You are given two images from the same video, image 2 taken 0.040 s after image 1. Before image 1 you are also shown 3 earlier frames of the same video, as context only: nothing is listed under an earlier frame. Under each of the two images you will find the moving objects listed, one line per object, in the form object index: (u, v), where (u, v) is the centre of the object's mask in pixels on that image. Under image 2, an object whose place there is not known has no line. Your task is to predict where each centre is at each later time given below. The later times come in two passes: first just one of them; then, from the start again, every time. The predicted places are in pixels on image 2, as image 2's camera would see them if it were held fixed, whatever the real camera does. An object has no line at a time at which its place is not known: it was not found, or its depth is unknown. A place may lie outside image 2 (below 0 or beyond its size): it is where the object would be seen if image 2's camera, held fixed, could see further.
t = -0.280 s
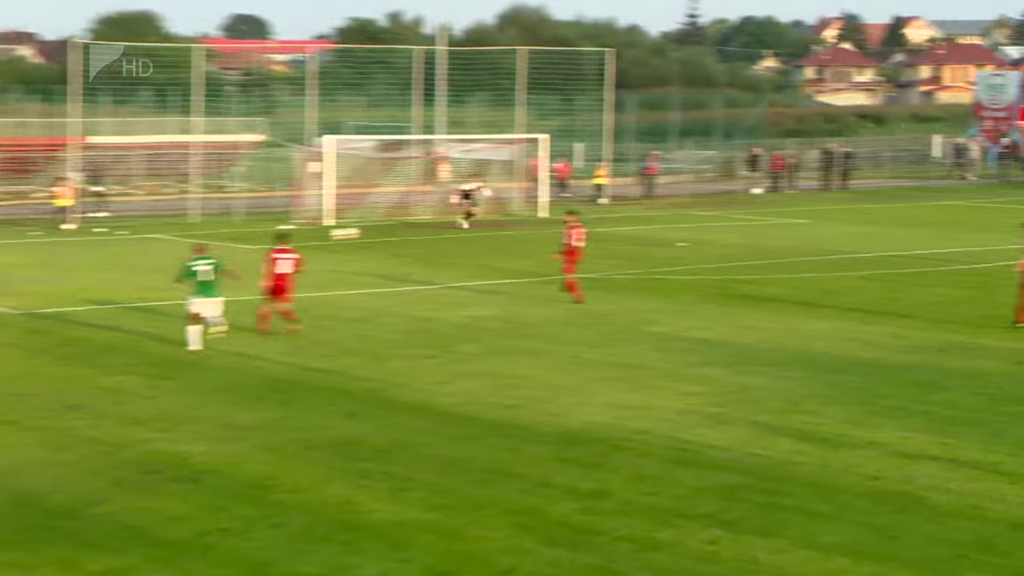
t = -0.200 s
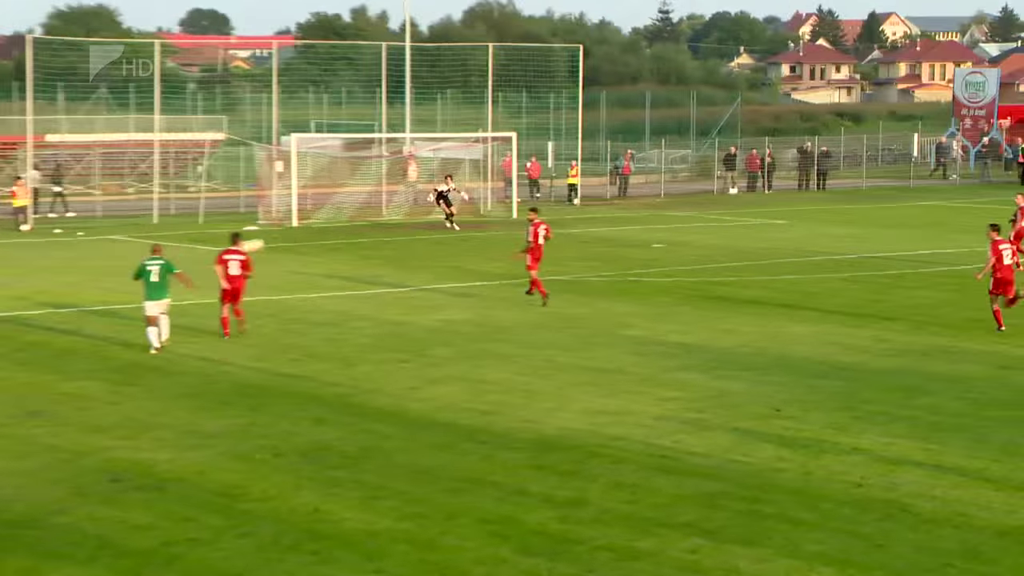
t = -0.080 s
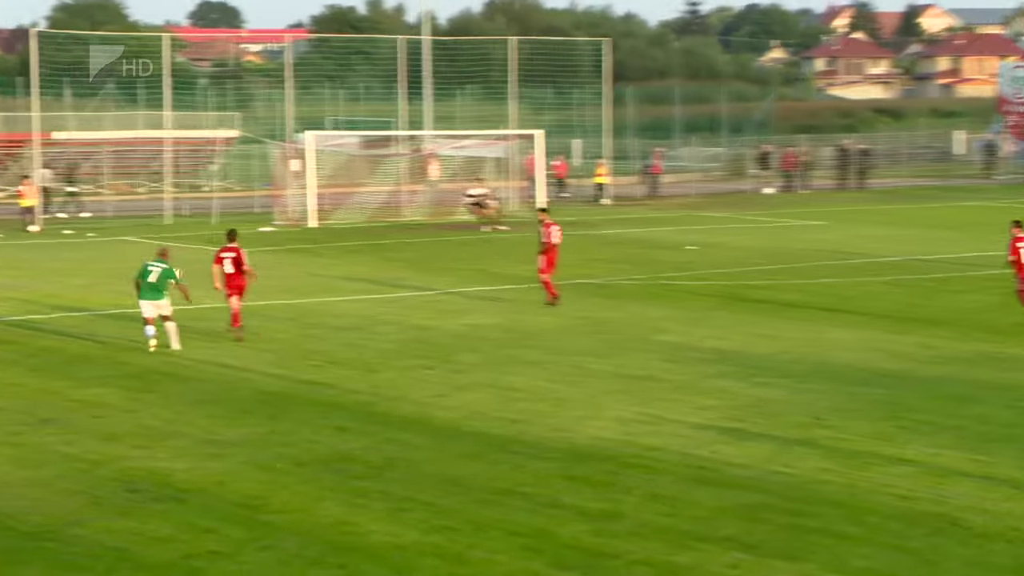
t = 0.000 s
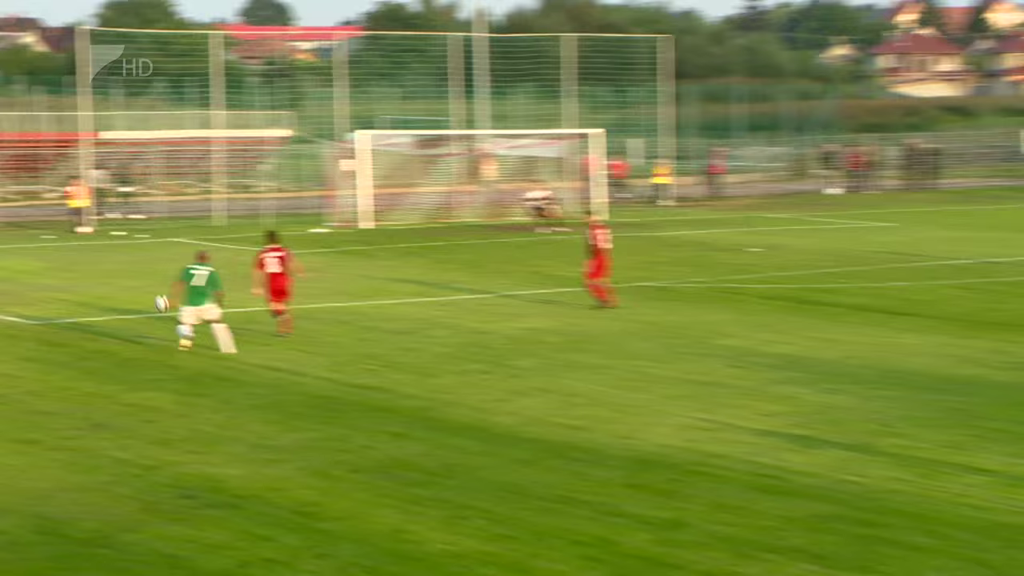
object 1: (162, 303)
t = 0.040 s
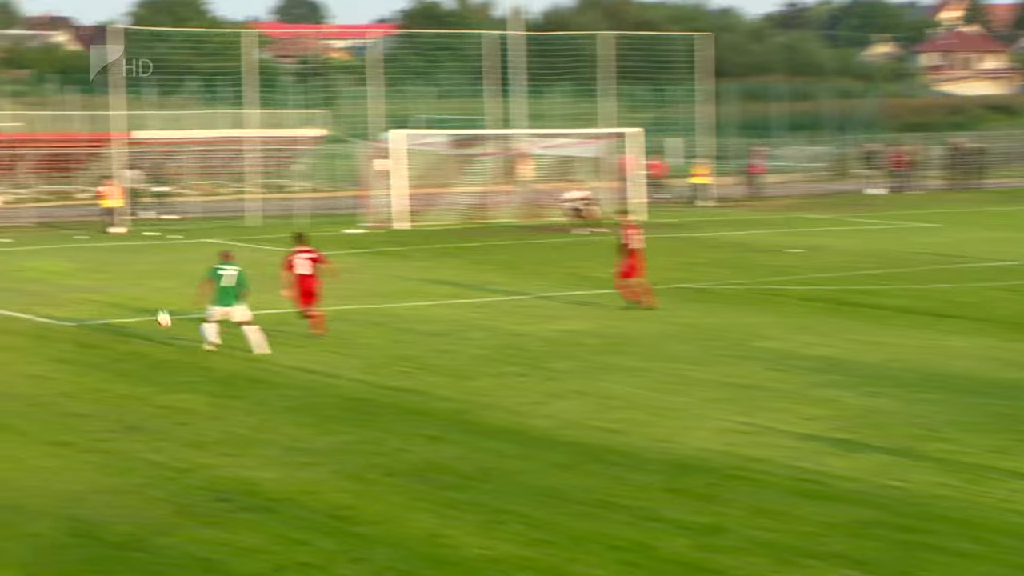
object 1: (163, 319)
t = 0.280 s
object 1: (32, 299)
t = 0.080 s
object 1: (133, 334)
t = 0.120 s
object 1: (108, 335)
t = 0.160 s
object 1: (90, 324)
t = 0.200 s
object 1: (71, 315)
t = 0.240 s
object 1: (52, 306)
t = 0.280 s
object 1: (32, 299)
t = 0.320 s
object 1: (12, 293)
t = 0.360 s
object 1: (-8, 288)
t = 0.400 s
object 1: (-28, 285)
